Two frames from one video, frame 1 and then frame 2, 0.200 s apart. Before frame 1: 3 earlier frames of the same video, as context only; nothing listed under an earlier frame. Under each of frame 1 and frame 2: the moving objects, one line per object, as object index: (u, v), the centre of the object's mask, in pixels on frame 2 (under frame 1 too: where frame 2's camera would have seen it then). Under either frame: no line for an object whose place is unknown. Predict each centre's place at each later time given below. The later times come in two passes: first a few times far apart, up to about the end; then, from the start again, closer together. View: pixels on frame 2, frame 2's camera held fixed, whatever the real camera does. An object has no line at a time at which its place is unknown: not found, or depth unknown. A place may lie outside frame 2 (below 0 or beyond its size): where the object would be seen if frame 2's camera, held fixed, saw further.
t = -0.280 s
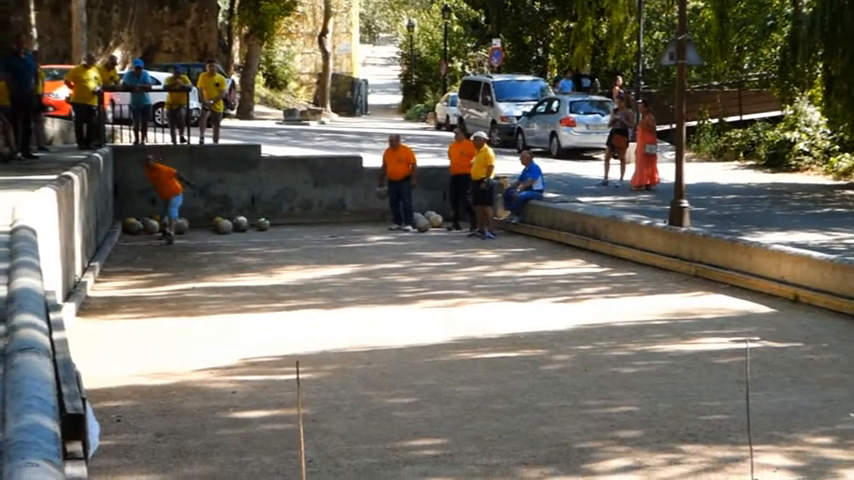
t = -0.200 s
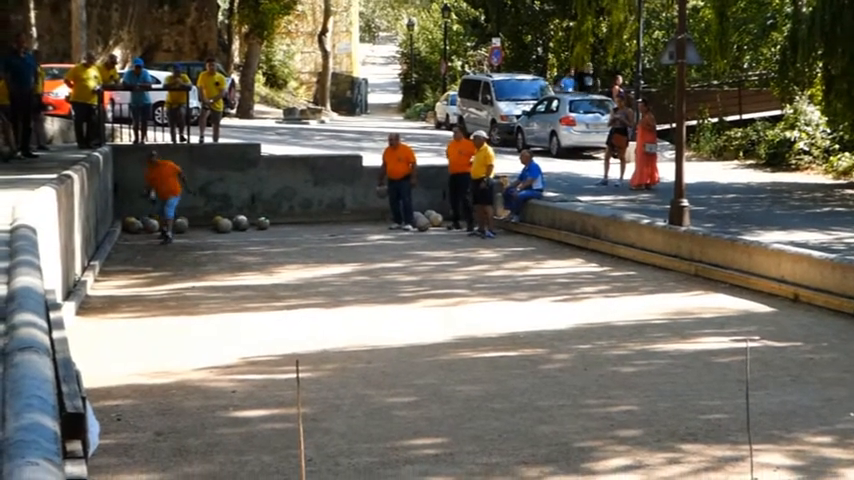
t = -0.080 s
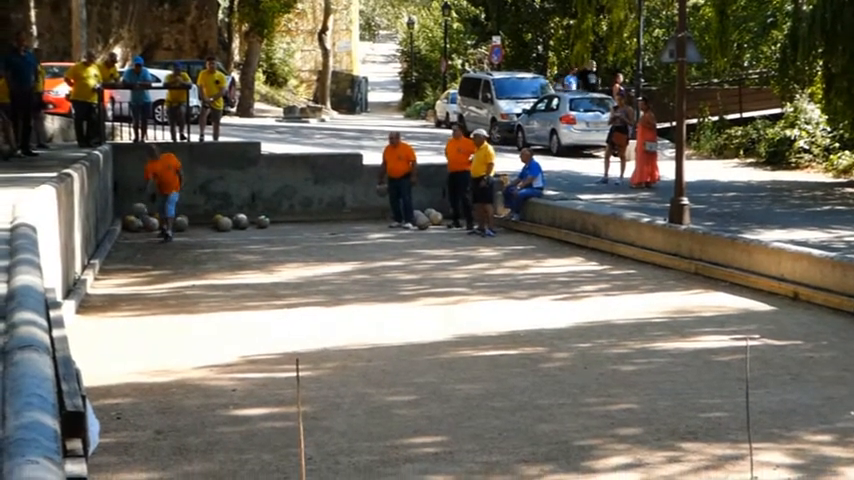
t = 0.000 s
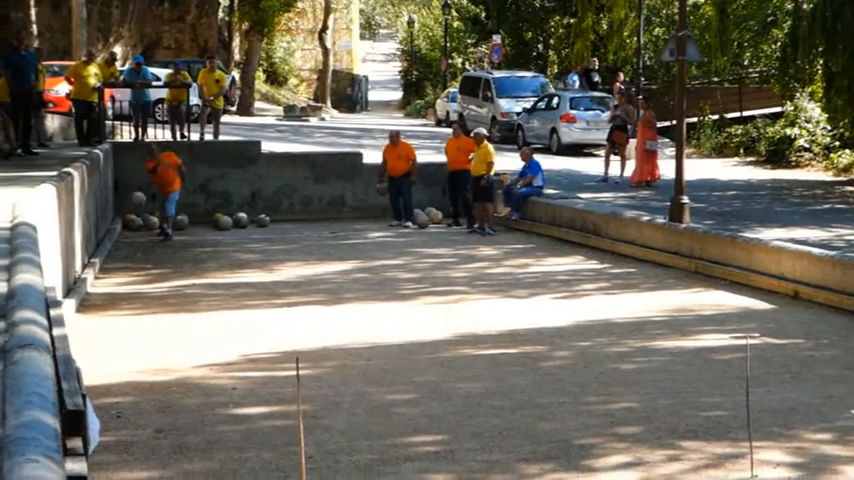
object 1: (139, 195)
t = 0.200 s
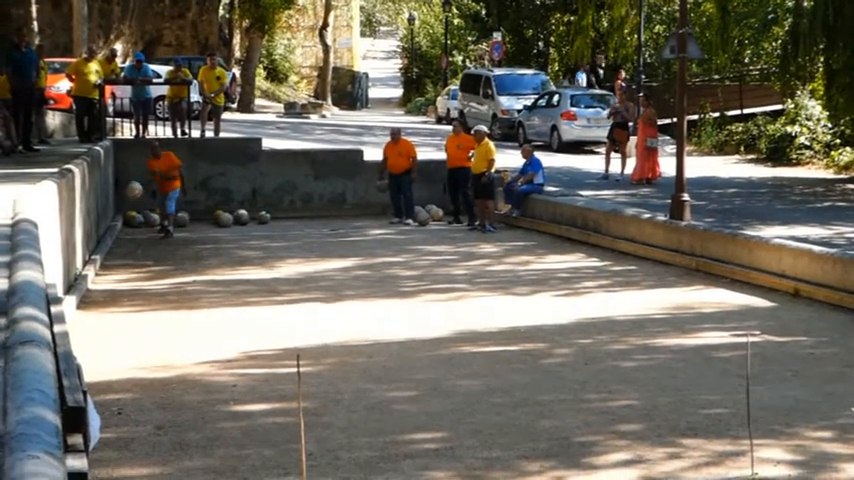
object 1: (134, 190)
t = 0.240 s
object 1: (133, 192)
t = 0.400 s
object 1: (129, 214)
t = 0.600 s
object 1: (125, 279)
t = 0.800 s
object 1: (122, 298)
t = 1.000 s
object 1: (116, 325)
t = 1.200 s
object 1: (115, 362)
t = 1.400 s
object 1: (112, 392)
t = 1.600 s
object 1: (110, 424)
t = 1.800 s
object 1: (103, 460)
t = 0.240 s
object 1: (133, 192)
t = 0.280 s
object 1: (132, 196)
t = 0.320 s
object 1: (131, 201)
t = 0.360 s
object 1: (130, 206)
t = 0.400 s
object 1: (129, 214)
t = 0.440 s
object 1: (128, 223)
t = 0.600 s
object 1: (125, 279)
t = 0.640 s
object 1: (124, 297)
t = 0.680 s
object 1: (123, 301)
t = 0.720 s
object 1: (123, 299)
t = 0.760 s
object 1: (122, 298)
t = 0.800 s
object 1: (122, 298)
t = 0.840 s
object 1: (121, 299)
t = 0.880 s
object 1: (121, 301)
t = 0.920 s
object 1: (120, 306)
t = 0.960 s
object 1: (120, 312)
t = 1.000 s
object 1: (116, 325)
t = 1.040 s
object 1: (116, 335)
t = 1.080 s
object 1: (115, 350)
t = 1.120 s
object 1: (115, 356)
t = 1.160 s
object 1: (114, 358)
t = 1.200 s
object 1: (115, 362)
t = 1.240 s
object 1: (116, 366)
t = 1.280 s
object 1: (116, 375)
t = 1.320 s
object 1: (114, 378)
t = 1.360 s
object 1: (113, 382)
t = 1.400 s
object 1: (112, 392)
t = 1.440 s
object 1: (111, 398)
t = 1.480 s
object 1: (110, 405)
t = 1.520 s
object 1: (111, 412)
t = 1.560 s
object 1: (110, 415)
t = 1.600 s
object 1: (110, 424)
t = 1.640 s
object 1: (108, 435)
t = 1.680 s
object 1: (107, 439)
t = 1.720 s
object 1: (106, 446)
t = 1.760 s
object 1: (104, 452)
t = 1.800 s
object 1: (103, 460)
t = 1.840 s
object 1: (101, 474)
